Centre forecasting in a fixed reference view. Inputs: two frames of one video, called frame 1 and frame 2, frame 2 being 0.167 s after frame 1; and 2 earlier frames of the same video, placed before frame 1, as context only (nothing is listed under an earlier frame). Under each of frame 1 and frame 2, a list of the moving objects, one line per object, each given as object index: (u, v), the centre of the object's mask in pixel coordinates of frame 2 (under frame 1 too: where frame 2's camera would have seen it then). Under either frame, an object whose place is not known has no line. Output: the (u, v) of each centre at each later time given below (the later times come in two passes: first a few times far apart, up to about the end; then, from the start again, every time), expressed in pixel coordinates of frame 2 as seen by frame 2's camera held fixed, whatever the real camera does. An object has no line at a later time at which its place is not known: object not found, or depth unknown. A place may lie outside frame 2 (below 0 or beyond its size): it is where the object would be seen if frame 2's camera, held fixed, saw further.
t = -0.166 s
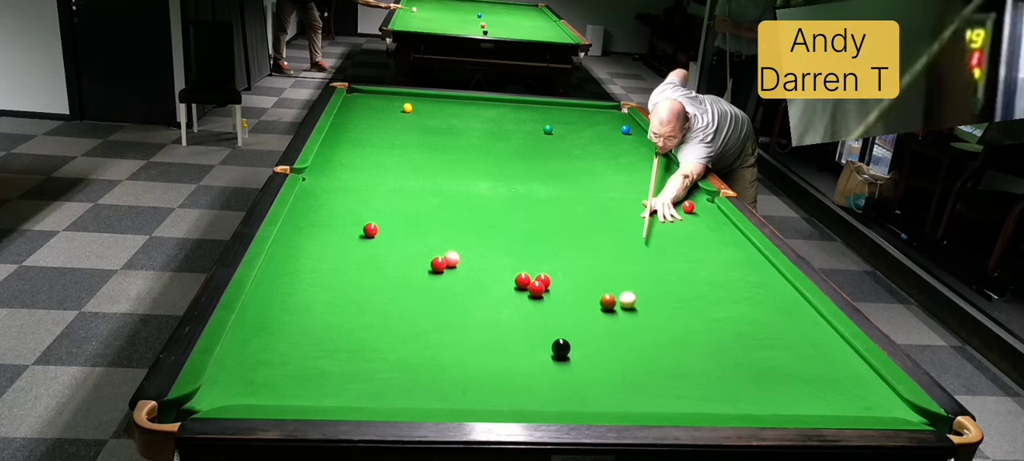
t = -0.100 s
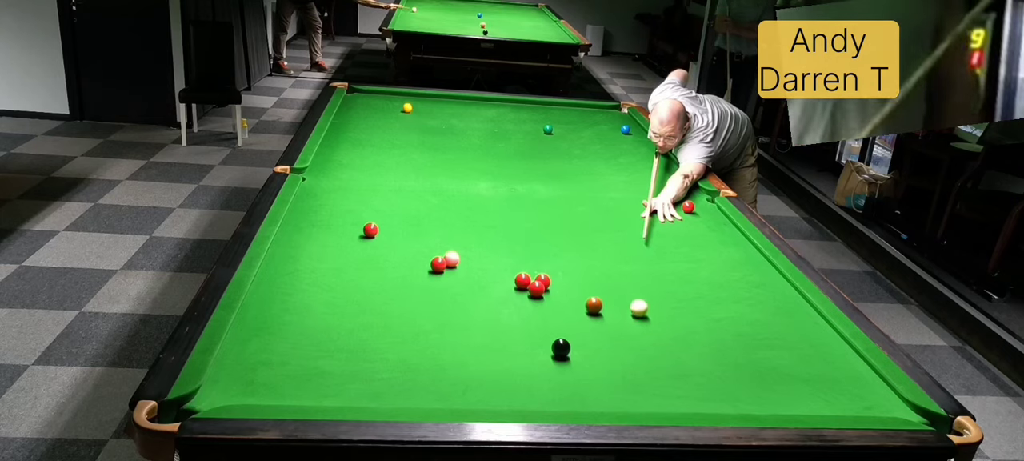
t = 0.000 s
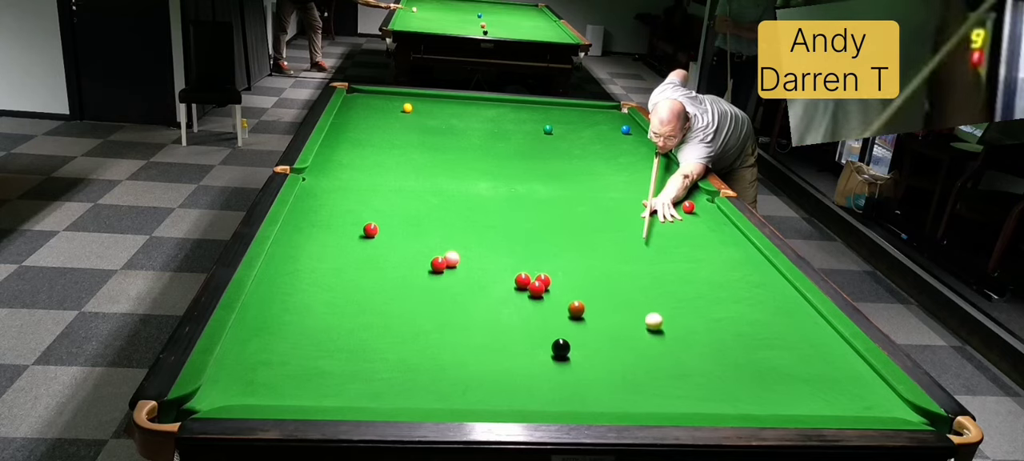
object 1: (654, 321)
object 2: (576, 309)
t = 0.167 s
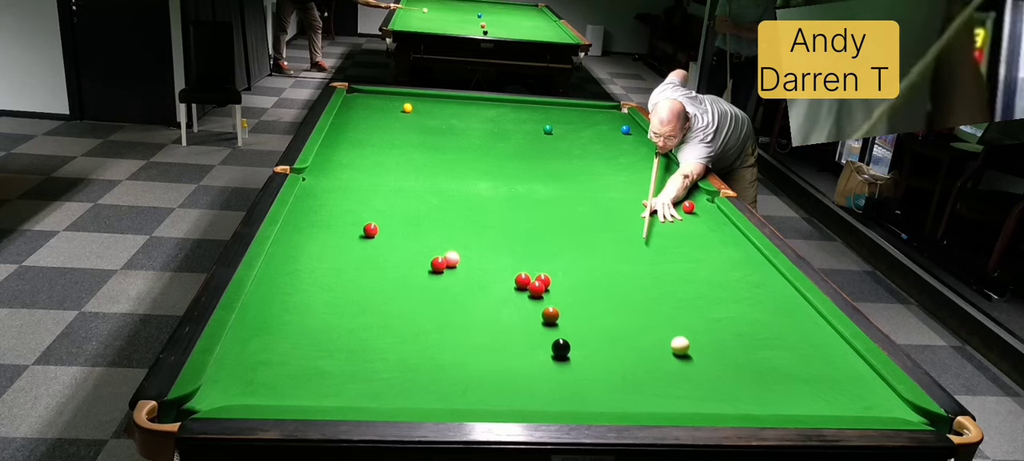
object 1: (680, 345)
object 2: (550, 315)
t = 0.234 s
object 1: (691, 355)
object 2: (539, 318)
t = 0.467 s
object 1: (734, 394)
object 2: (502, 326)
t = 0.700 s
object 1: (760, 393)
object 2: (464, 334)
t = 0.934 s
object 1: (772, 371)
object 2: (426, 343)
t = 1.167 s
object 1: (783, 352)
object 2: (387, 352)
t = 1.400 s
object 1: (792, 335)
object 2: (347, 360)
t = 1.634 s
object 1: (801, 320)
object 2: (308, 368)
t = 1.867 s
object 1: (807, 306)
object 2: (269, 376)
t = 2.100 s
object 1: (785, 295)
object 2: (231, 384)
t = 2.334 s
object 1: (765, 284)
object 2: (217, 392)
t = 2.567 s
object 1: (747, 275)
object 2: (226, 398)
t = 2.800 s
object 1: (731, 267)
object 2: (234, 396)
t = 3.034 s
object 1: (717, 260)
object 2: (240, 392)
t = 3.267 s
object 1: (704, 253)
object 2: (246, 388)
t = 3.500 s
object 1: (693, 247)
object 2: (250, 385)
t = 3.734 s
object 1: (683, 242)
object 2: (253, 382)
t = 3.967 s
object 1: (674, 238)
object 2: (255, 380)
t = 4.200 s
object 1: (666, 234)
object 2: (256, 380)
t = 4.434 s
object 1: (659, 230)
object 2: (256, 380)
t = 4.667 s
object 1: (652, 227)
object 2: (256, 380)
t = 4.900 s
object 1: (647, 225)
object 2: (256, 380)
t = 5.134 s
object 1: (643, 222)
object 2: (256, 380)
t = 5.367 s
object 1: (639, 220)
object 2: (256, 380)
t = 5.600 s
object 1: (636, 219)
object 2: (256, 380)
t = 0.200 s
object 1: (686, 350)
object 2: (545, 316)
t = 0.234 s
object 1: (691, 355)
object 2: (539, 318)
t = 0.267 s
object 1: (697, 360)
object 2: (534, 319)
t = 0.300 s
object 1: (703, 366)
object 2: (529, 320)
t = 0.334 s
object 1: (709, 371)
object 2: (524, 321)
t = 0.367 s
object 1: (715, 377)
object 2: (518, 322)
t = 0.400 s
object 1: (721, 382)
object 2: (513, 323)
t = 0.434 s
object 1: (727, 388)
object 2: (507, 325)
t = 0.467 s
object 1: (734, 394)
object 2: (502, 326)
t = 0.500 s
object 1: (740, 400)
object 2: (497, 327)
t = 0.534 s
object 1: (747, 404)
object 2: (491, 328)
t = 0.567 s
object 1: (753, 407)
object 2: (486, 330)
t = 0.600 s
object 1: (755, 403)
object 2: (480, 331)
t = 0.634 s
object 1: (756, 400)
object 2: (475, 332)
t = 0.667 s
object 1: (758, 397)
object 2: (469, 333)
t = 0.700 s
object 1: (760, 393)
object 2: (464, 334)
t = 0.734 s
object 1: (762, 390)
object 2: (459, 336)
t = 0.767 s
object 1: (763, 387)
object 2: (453, 337)
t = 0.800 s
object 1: (765, 383)
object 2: (448, 338)
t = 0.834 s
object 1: (767, 380)
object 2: (442, 339)
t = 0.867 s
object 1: (769, 377)
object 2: (436, 341)
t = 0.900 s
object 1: (770, 374)
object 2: (431, 342)
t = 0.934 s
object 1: (772, 371)
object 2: (426, 343)
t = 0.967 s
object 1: (774, 368)
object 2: (420, 344)
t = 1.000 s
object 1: (775, 365)
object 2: (414, 346)
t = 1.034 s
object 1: (777, 362)
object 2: (409, 347)
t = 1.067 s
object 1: (779, 359)
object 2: (403, 348)
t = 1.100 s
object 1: (780, 357)
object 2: (398, 349)
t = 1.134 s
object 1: (781, 354)
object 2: (392, 350)
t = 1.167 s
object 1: (783, 352)
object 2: (387, 352)
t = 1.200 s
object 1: (784, 349)
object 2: (381, 353)
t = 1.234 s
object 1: (786, 347)
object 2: (375, 354)
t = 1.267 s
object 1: (787, 344)
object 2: (370, 355)
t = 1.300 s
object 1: (788, 342)
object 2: (364, 356)
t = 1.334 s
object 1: (790, 339)
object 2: (359, 358)
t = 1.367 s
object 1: (791, 337)
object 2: (353, 359)
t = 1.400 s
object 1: (792, 335)
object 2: (347, 360)
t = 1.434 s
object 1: (794, 332)
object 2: (342, 361)
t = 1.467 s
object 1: (795, 330)
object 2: (336, 362)
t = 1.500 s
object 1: (796, 328)
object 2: (331, 364)
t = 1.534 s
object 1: (797, 326)
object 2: (325, 365)
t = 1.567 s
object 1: (798, 324)
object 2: (319, 366)
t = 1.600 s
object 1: (800, 322)
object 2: (314, 367)
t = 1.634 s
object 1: (801, 320)
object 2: (308, 368)
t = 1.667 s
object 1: (802, 318)
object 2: (302, 369)
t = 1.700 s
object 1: (803, 316)
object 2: (297, 370)
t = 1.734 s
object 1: (804, 314)
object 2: (291, 372)
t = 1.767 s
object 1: (805, 312)
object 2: (286, 373)
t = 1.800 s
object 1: (806, 310)
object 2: (280, 374)
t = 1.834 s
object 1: (807, 308)
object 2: (275, 375)
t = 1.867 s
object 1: (807, 306)
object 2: (269, 376)
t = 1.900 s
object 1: (804, 304)
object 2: (264, 377)
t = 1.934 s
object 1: (801, 303)
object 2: (258, 378)
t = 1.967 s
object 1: (797, 301)
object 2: (253, 379)
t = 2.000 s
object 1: (794, 299)
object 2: (247, 380)
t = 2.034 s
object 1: (791, 298)
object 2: (242, 381)
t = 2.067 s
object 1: (788, 296)
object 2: (236, 383)
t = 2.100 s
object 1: (785, 295)
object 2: (231, 384)
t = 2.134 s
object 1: (782, 293)
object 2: (225, 385)
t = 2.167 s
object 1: (779, 292)
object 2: (219, 386)
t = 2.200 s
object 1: (776, 290)
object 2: (214, 387)
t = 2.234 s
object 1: (773, 289)
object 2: (213, 388)
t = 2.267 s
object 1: (771, 287)
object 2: (214, 390)
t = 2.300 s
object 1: (768, 286)
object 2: (216, 391)
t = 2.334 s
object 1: (765, 284)
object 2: (217, 392)
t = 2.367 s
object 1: (762, 283)
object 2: (218, 394)
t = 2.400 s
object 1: (760, 282)
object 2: (220, 394)
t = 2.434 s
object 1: (757, 281)
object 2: (221, 395)
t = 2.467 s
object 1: (755, 279)
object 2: (222, 396)
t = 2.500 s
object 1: (752, 278)
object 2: (224, 397)
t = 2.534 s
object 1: (750, 277)
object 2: (225, 397)
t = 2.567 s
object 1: (747, 275)
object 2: (226, 398)
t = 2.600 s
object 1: (745, 274)
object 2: (227, 399)
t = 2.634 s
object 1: (743, 273)
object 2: (228, 398)
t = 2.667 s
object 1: (740, 272)
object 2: (230, 398)
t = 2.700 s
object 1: (738, 271)
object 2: (231, 397)
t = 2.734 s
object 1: (736, 270)
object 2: (232, 396)
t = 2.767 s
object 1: (734, 268)
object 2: (233, 396)
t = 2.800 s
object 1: (731, 267)
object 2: (234, 396)
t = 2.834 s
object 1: (730, 266)
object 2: (235, 395)
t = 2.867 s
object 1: (727, 265)
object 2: (236, 395)
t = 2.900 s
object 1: (725, 264)
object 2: (237, 394)
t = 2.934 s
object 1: (723, 263)
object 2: (238, 394)
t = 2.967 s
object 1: (721, 262)
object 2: (239, 393)
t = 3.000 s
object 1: (719, 261)
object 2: (240, 393)
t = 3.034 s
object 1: (717, 260)
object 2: (240, 392)
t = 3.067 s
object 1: (715, 259)
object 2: (241, 392)
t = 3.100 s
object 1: (714, 258)
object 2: (242, 391)
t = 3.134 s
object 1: (712, 257)
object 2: (243, 391)
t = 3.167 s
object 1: (710, 256)
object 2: (244, 390)
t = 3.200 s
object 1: (708, 255)
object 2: (244, 389)
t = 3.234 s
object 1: (706, 254)
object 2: (245, 389)
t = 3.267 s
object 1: (704, 253)
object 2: (246, 388)
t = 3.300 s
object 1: (703, 252)
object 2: (247, 387)
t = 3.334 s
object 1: (701, 252)
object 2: (248, 387)
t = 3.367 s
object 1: (699, 251)
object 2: (249, 386)
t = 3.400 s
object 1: (698, 250)
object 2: (249, 386)
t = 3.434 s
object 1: (696, 249)
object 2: (249, 386)
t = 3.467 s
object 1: (695, 248)
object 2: (250, 385)
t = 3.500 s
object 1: (693, 247)
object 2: (250, 385)
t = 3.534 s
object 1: (691, 247)
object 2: (251, 385)
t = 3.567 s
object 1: (690, 246)
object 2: (251, 384)
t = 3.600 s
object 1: (689, 245)
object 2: (252, 384)
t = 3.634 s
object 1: (687, 244)
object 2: (252, 383)
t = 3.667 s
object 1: (686, 244)
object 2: (253, 383)
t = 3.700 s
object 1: (684, 243)
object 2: (253, 382)
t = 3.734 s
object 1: (683, 242)
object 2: (253, 382)
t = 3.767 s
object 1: (681, 242)
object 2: (254, 382)
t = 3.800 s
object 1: (680, 241)
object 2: (254, 381)
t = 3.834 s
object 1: (679, 240)
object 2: (254, 381)
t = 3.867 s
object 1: (677, 239)
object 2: (255, 381)
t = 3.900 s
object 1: (676, 239)
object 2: (255, 381)
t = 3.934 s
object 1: (675, 238)
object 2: (255, 380)
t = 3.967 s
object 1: (674, 238)
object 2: (255, 380)
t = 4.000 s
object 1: (673, 237)
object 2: (255, 380)
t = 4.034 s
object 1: (671, 236)
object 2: (256, 380)
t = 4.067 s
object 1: (670, 236)
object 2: (256, 380)
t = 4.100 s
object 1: (669, 235)
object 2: (256, 380)
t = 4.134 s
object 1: (668, 235)
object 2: (256, 380)
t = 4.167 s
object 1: (667, 234)
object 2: (256, 380)
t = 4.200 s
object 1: (666, 234)
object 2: (256, 380)
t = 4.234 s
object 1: (665, 233)
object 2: (256, 380)
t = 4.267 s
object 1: (663, 232)
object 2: (256, 380)
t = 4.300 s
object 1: (663, 232)
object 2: (256, 380)
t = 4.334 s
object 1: (662, 232)
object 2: (256, 380)
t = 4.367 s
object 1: (661, 231)
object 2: (256, 380)
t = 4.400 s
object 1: (660, 230)
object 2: (256, 379)
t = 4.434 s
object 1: (659, 230)
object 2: (256, 380)
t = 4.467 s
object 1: (658, 230)
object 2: (256, 380)
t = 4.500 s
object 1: (657, 229)
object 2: (256, 380)
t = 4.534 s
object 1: (656, 229)
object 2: (256, 380)
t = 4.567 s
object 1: (655, 228)
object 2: (256, 380)
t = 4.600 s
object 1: (654, 228)
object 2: (256, 380)
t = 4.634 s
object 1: (653, 227)
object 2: (256, 380)
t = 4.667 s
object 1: (652, 227)
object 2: (256, 380)
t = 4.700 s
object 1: (652, 227)
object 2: (256, 380)
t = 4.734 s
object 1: (651, 226)
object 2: (256, 380)
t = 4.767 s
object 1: (650, 226)
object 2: (256, 380)
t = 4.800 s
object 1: (649, 225)
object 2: (256, 380)
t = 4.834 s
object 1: (649, 225)
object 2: (256, 380)
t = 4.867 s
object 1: (648, 225)
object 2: (256, 380)
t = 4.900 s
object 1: (647, 225)
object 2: (256, 380)
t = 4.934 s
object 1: (647, 224)
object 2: (256, 380)
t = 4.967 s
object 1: (646, 224)
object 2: (256, 380)
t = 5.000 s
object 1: (645, 224)
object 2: (256, 380)
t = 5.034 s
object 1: (644, 223)
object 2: (256, 380)
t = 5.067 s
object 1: (644, 223)
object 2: (256, 380)
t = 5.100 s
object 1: (643, 223)
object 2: (256, 380)
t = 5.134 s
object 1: (643, 222)
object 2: (256, 380)
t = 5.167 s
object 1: (642, 222)
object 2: (256, 380)
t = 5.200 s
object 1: (641, 222)
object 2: (256, 380)
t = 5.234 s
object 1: (641, 222)
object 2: (256, 380)
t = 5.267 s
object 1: (640, 221)
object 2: (256, 380)
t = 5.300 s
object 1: (640, 221)
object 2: (256, 380)
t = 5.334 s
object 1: (639, 221)
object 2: (256, 380)
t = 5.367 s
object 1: (639, 220)
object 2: (256, 380)
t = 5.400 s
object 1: (639, 220)
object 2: (256, 380)
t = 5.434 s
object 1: (638, 220)
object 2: (256, 380)
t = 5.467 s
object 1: (638, 220)
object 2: (256, 380)
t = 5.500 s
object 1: (637, 220)
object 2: (256, 380)
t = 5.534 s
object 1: (637, 220)
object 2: (256, 380)
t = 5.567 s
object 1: (637, 219)
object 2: (256, 380)
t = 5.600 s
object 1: (636, 219)
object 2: (256, 380)
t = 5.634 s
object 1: (636, 219)
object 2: (256, 380)
